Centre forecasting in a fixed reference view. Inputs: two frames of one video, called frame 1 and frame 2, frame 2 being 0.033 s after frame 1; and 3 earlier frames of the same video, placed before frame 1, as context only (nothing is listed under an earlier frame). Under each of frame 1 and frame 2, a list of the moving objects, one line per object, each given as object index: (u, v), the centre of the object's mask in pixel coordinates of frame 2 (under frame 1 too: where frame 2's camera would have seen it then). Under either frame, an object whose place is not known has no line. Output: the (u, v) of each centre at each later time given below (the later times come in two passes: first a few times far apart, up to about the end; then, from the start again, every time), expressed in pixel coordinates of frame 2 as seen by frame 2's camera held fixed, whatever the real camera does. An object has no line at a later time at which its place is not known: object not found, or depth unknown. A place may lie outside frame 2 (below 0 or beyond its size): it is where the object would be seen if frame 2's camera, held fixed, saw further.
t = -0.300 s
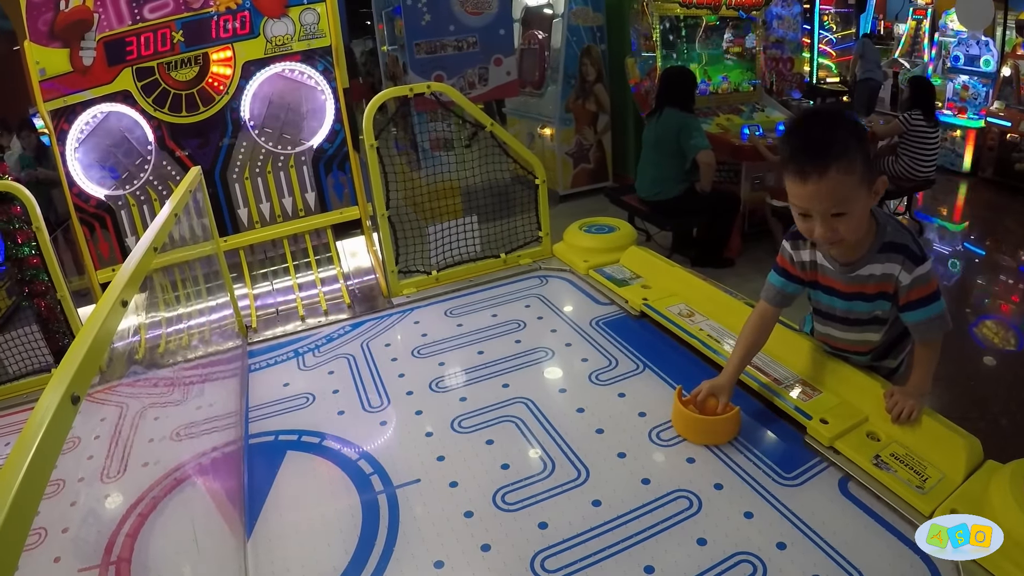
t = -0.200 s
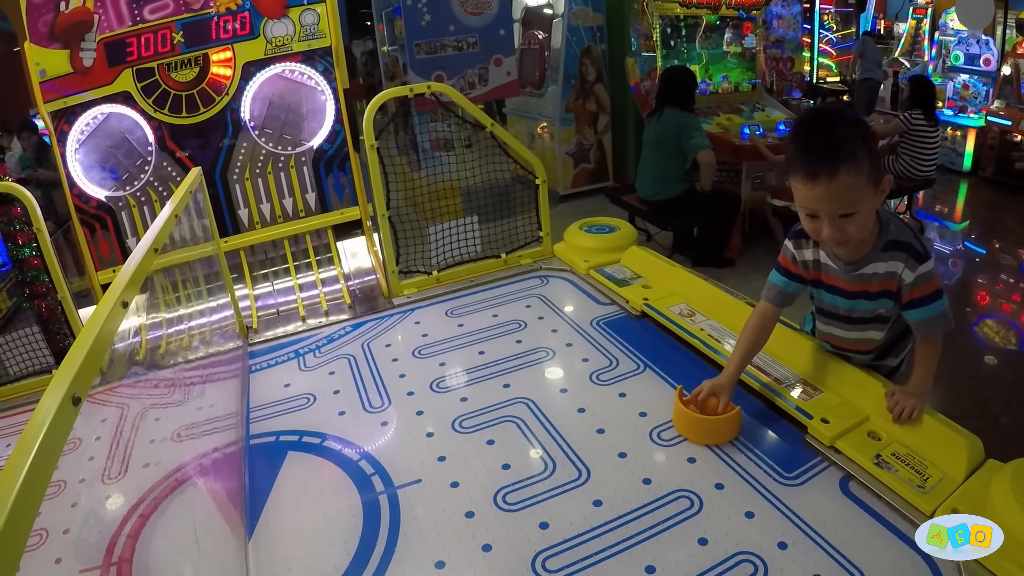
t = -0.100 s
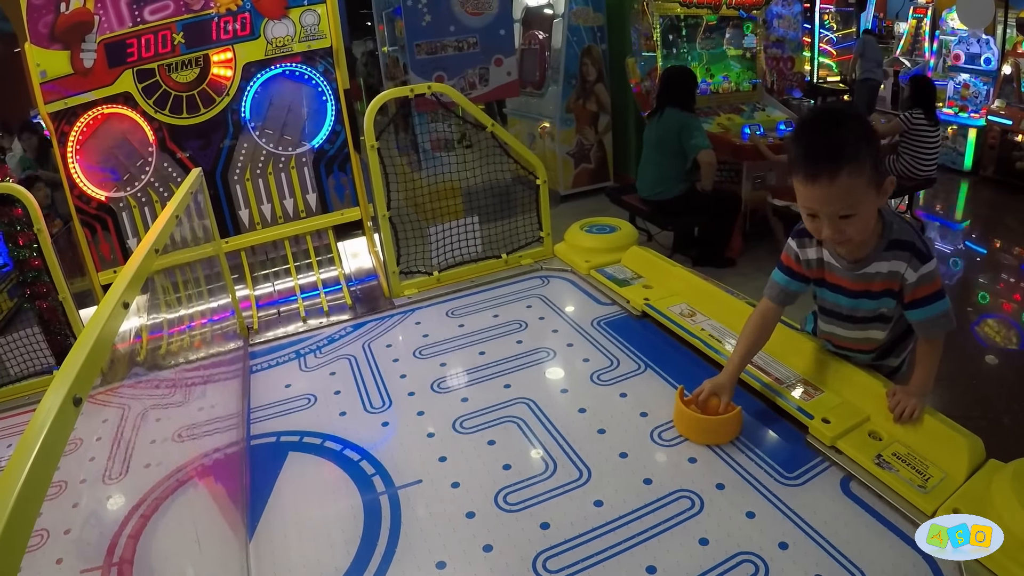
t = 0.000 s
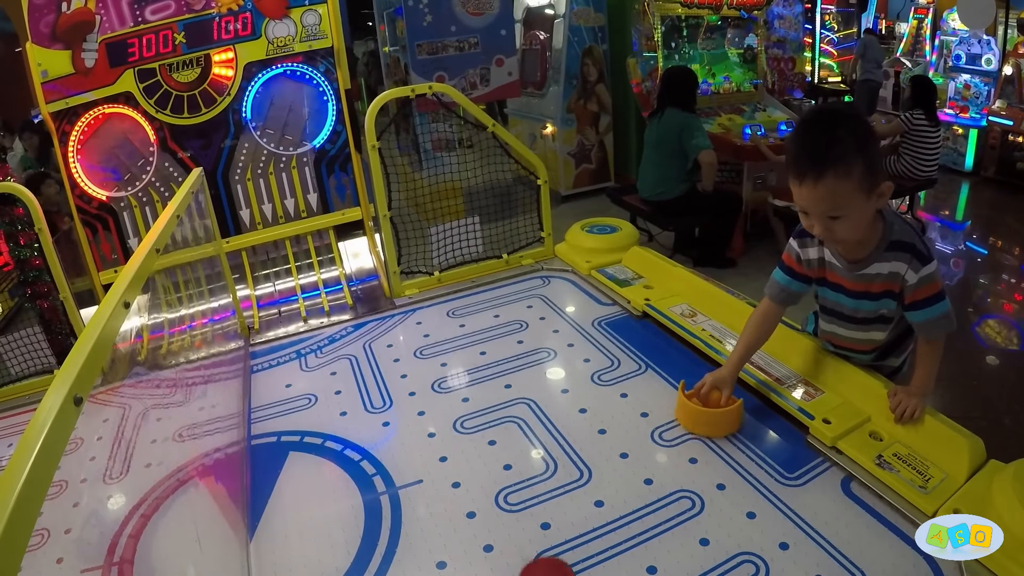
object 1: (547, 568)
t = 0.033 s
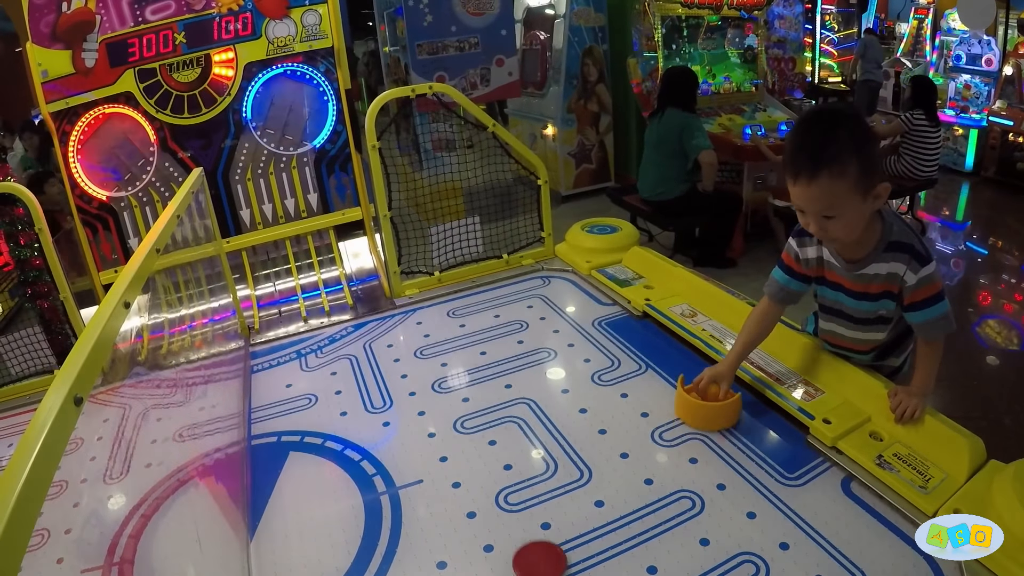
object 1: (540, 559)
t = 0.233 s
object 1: (503, 474)
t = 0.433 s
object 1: (479, 407)
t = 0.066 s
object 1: (532, 546)
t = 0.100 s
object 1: (526, 530)
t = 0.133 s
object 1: (520, 515)
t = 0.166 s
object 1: (514, 500)
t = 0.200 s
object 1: (508, 487)
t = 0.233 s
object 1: (503, 474)
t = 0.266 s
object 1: (499, 461)
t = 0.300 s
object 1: (494, 449)
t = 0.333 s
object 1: (490, 438)
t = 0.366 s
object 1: (486, 427)
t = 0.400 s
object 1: (482, 417)
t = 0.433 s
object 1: (479, 407)
